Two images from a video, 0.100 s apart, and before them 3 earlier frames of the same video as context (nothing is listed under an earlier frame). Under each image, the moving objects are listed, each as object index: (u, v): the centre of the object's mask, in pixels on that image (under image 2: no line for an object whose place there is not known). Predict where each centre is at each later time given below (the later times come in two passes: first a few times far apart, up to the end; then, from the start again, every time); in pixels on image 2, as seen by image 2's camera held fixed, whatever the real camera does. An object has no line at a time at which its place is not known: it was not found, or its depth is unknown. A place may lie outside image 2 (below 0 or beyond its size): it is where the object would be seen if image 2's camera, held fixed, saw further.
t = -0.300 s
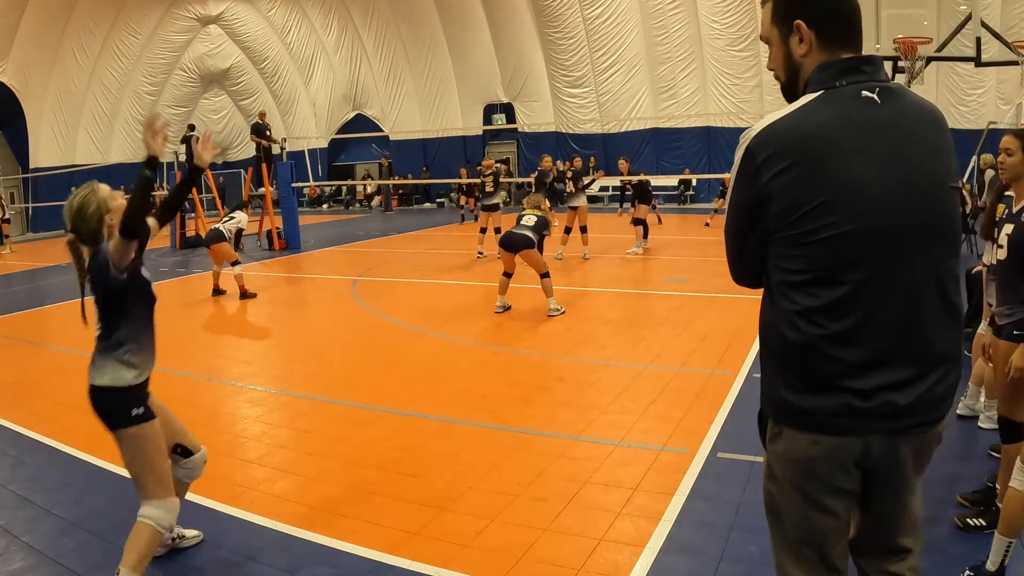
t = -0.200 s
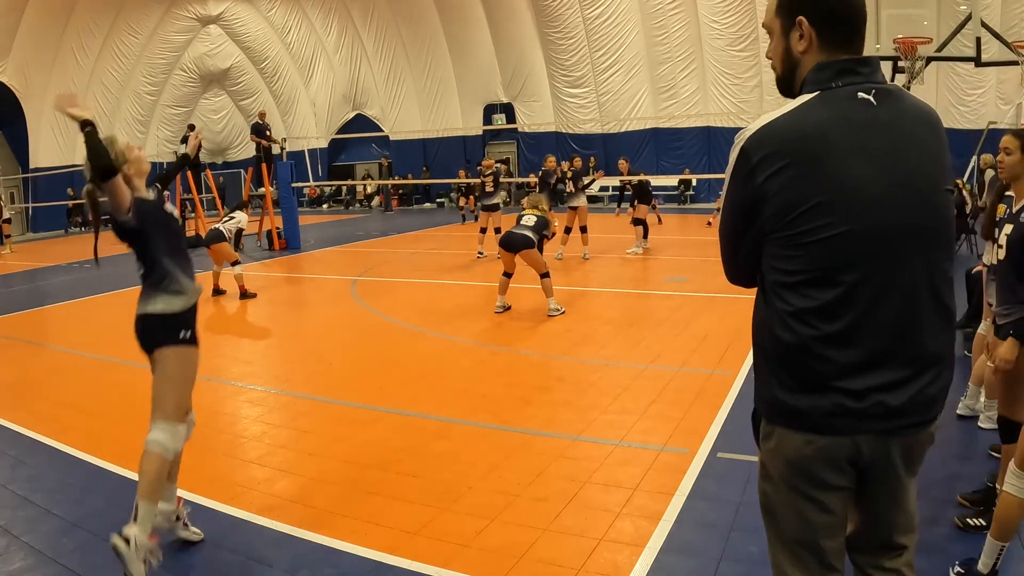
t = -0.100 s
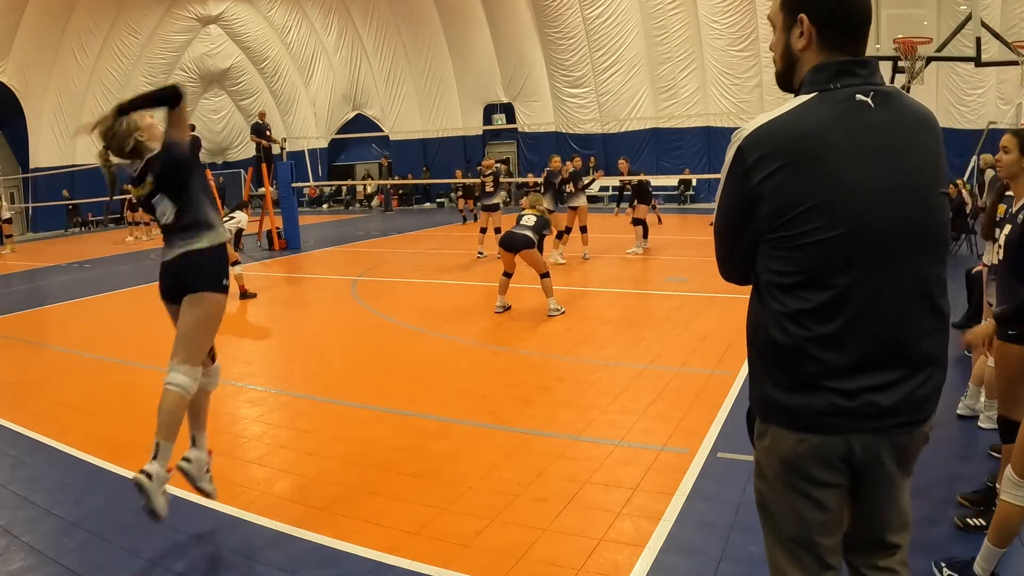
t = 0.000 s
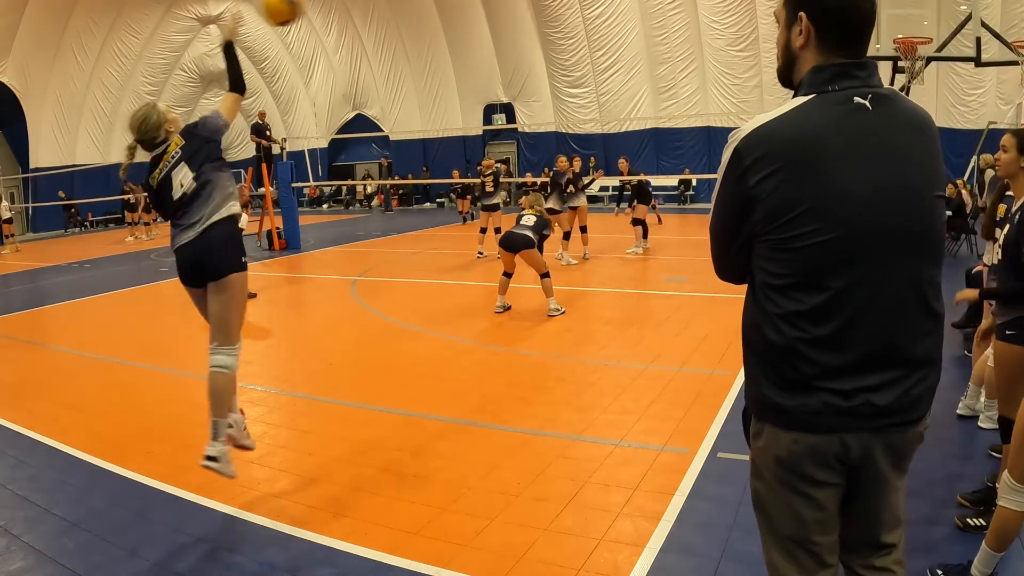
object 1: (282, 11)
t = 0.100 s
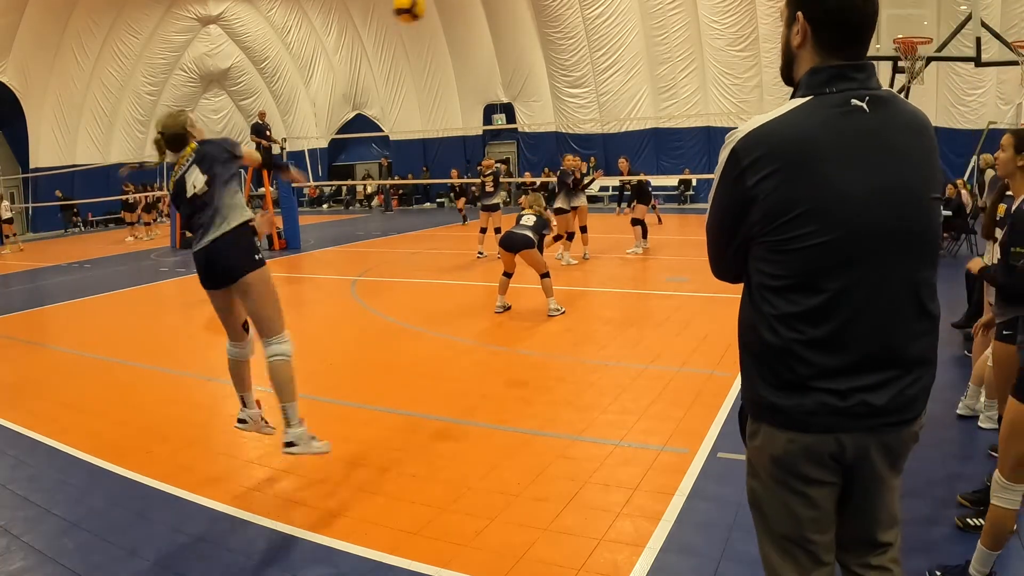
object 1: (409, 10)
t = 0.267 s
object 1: (511, 31)
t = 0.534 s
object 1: (579, 87)
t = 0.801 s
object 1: (610, 150)
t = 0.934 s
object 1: (621, 183)
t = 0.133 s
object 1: (437, 11)
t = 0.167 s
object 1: (460, 15)
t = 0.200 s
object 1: (480, 20)
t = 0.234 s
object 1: (496, 25)
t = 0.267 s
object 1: (511, 31)
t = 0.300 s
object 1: (523, 38)
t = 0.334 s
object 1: (533, 44)
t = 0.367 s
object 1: (543, 51)
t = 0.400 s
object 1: (551, 58)
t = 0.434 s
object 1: (558, 65)
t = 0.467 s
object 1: (566, 73)
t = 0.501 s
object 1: (573, 80)
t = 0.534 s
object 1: (579, 87)
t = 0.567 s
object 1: (585, 95)
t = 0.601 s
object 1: (590, 103)
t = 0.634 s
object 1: (594, 110)
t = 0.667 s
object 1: (597, 116)
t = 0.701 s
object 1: (601, 126)
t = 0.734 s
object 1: (605, 134)
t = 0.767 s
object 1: (608, 142)
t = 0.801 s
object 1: (610, 150)
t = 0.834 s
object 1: (613, 158)
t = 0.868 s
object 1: (615, 167)
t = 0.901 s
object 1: (618, 173)
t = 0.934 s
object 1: (621, 183)
